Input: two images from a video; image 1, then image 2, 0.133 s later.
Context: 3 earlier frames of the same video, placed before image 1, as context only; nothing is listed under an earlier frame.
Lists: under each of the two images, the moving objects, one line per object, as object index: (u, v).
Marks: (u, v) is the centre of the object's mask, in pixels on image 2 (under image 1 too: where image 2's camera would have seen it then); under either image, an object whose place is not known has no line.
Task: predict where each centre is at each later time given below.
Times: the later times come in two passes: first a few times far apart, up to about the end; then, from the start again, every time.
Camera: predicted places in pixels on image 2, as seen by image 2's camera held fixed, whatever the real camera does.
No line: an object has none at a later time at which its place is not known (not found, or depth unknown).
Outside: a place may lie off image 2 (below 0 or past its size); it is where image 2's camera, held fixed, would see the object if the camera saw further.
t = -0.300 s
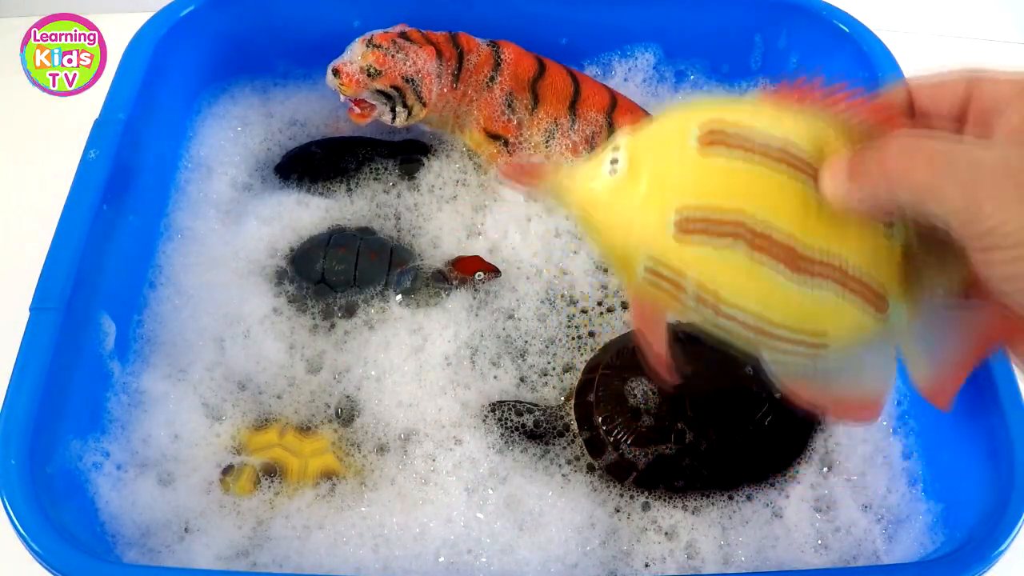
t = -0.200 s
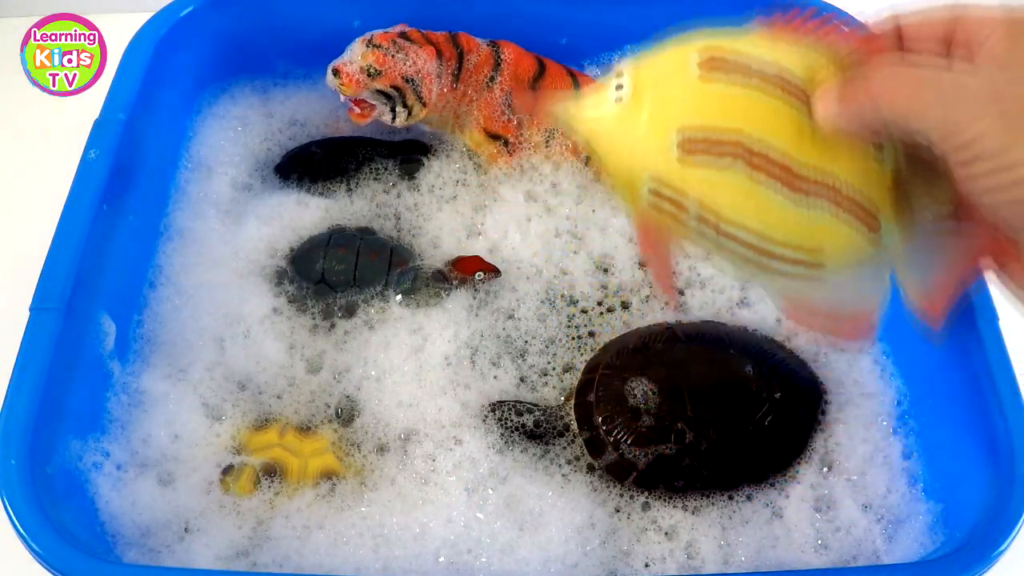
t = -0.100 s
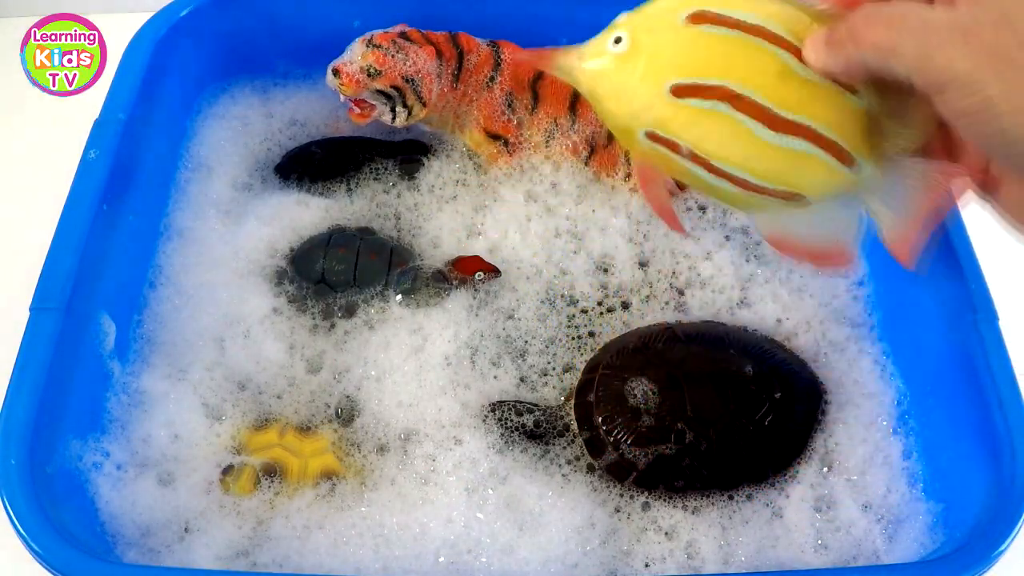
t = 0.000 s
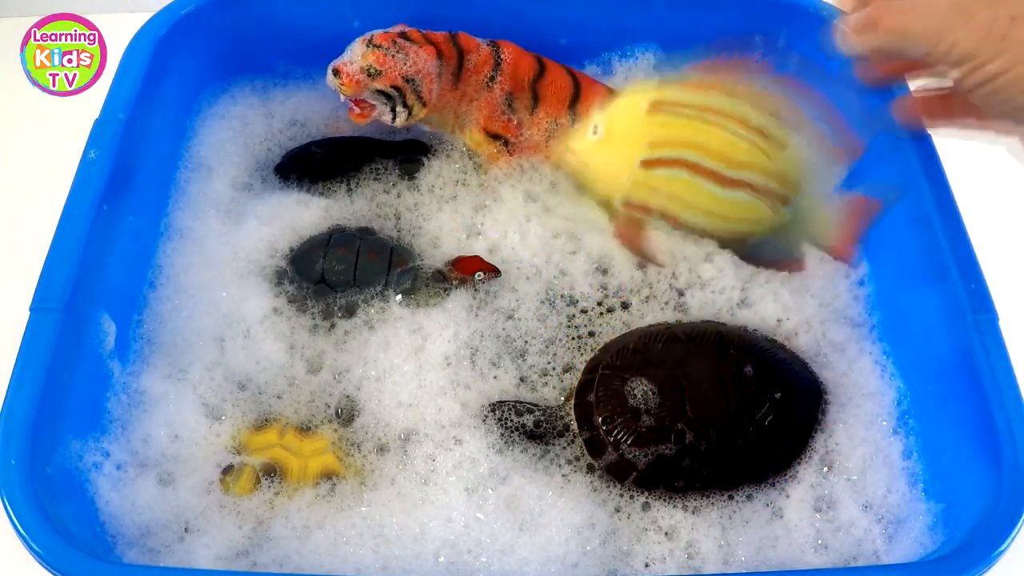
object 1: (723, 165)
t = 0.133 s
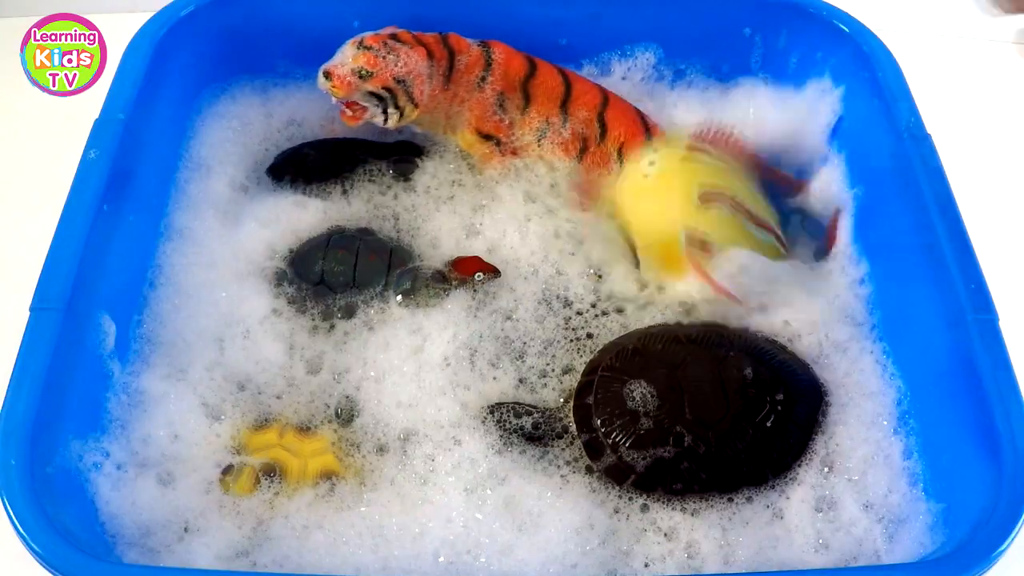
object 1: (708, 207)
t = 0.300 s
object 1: (693, 237)
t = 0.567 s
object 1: (680, 234)
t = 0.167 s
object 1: (705, 219)
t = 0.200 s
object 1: (704, 229)
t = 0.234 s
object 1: (695, 235)
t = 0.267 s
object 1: (692, 237)
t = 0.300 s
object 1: (693, 237)
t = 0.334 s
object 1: (692, 237)
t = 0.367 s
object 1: (691, 236)
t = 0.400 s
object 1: (689, 236)
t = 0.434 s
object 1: (685, 237)
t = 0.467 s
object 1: (683, 236)
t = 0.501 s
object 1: (682, 235)
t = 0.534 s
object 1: (681, 235)
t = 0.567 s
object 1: (680, 234)
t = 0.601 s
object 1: (680, 234)
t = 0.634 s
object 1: (680, 234)
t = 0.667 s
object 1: (680, 233)
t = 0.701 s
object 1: (680, 234)
